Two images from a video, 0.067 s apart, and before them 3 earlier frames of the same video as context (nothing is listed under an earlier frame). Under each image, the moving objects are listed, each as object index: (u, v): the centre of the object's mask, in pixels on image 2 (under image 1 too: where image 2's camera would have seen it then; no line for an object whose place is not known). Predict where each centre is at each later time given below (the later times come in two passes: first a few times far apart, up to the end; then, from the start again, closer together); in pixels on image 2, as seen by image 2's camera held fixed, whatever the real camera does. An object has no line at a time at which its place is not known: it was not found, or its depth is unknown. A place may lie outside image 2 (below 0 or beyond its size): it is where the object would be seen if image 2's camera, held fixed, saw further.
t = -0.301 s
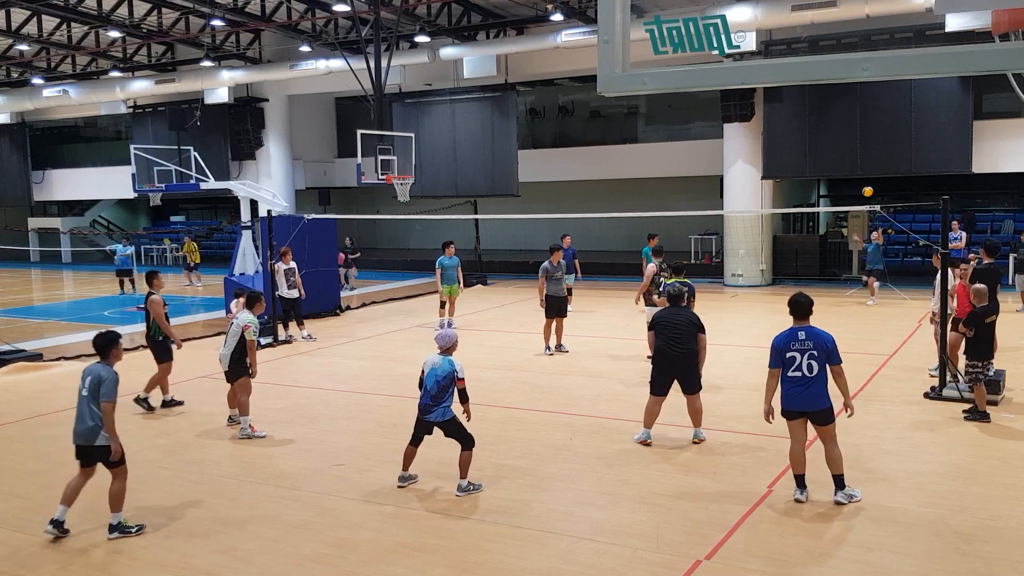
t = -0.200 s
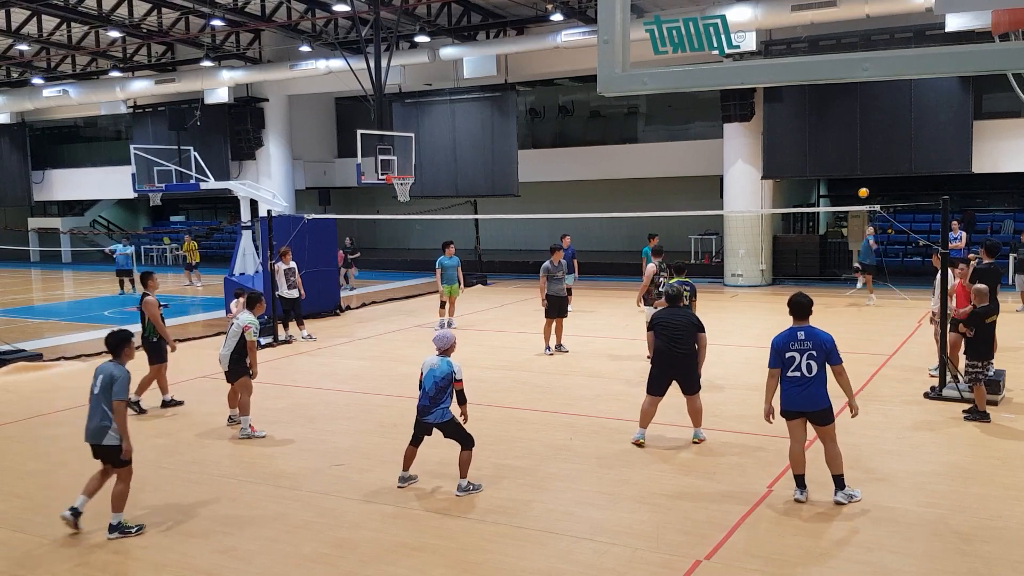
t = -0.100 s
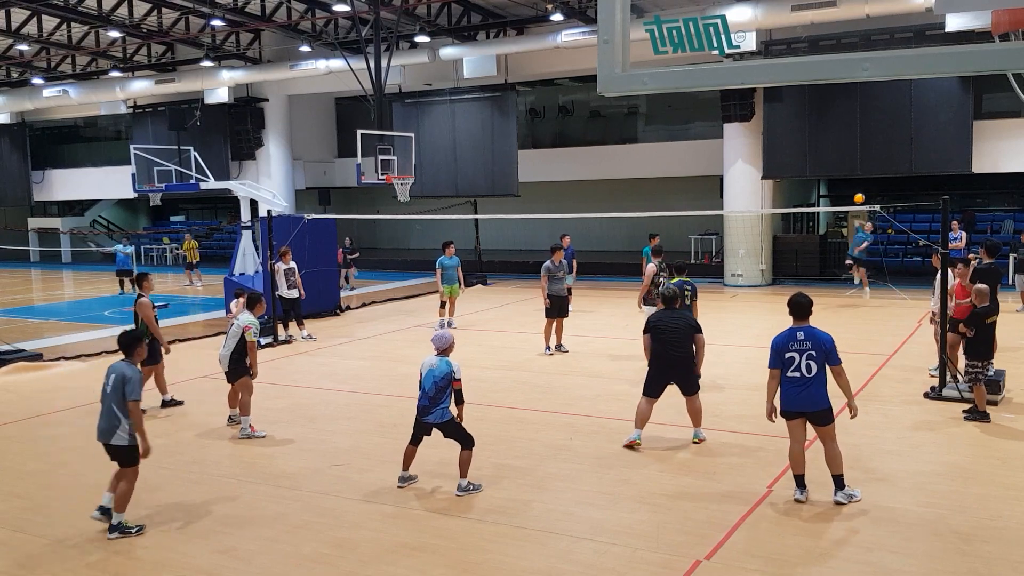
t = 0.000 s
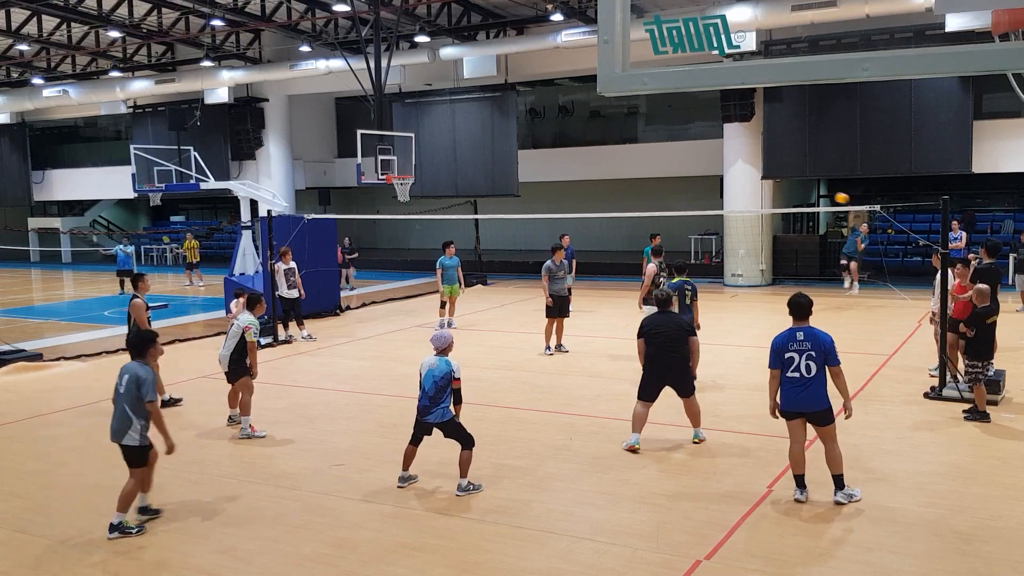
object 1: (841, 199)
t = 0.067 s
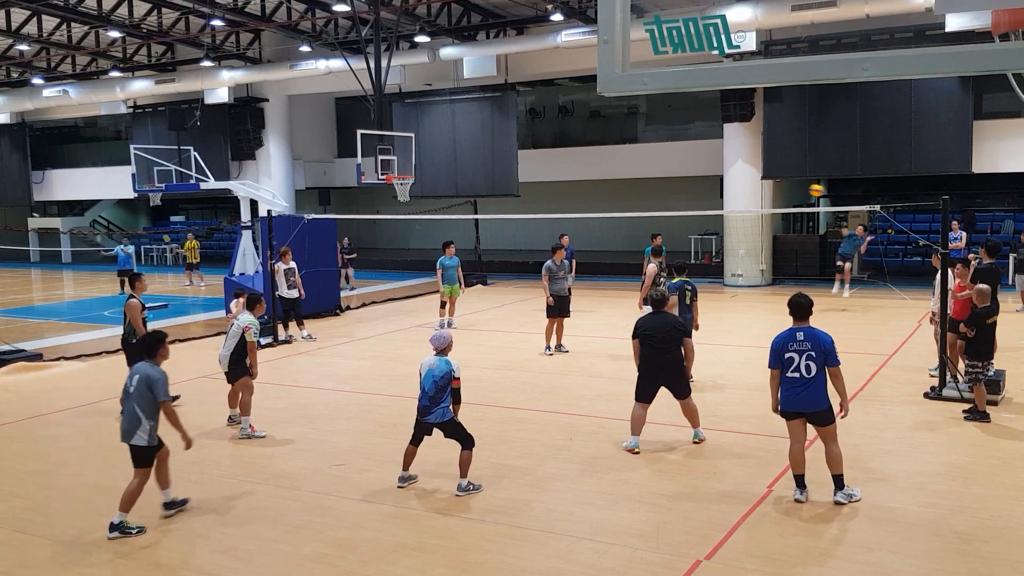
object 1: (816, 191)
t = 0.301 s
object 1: (712, 178)
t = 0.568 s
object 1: (559, 204)
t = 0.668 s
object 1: (491, 229)
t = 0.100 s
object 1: (803, 187)
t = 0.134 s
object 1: (789, 184)
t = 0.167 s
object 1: (775, 182)
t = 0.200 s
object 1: (761, 179)
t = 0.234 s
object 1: (744, 179)
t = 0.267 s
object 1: (727, 177)
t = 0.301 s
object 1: (712, 178)
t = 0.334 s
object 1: (695, 179)
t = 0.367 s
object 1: (678, 180)
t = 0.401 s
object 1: (659, 182)
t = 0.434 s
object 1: (640, 184)
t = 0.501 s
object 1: (601, 192)
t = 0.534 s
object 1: (580, 198)
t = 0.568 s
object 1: (559, 204)
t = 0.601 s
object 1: (537, 210)
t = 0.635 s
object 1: (514, 220)
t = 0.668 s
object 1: (491, 229)
